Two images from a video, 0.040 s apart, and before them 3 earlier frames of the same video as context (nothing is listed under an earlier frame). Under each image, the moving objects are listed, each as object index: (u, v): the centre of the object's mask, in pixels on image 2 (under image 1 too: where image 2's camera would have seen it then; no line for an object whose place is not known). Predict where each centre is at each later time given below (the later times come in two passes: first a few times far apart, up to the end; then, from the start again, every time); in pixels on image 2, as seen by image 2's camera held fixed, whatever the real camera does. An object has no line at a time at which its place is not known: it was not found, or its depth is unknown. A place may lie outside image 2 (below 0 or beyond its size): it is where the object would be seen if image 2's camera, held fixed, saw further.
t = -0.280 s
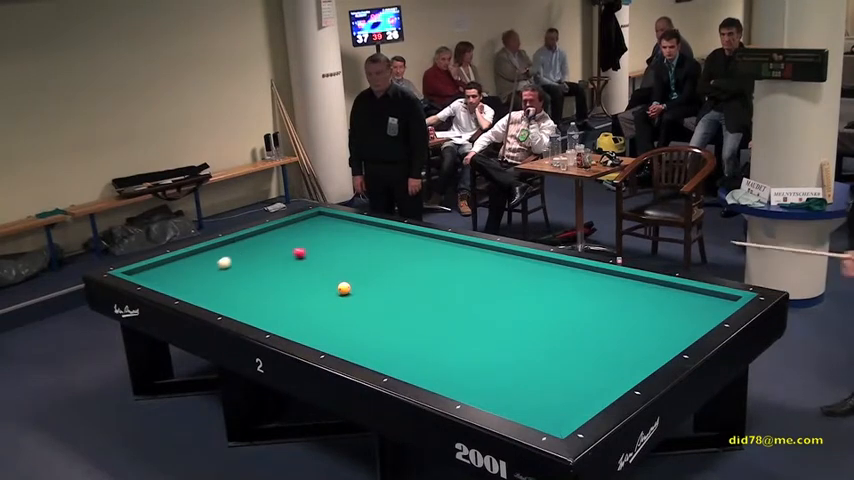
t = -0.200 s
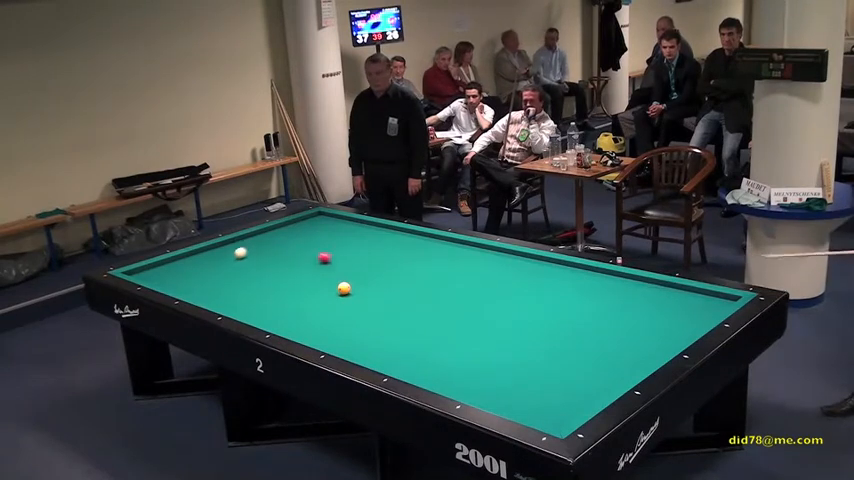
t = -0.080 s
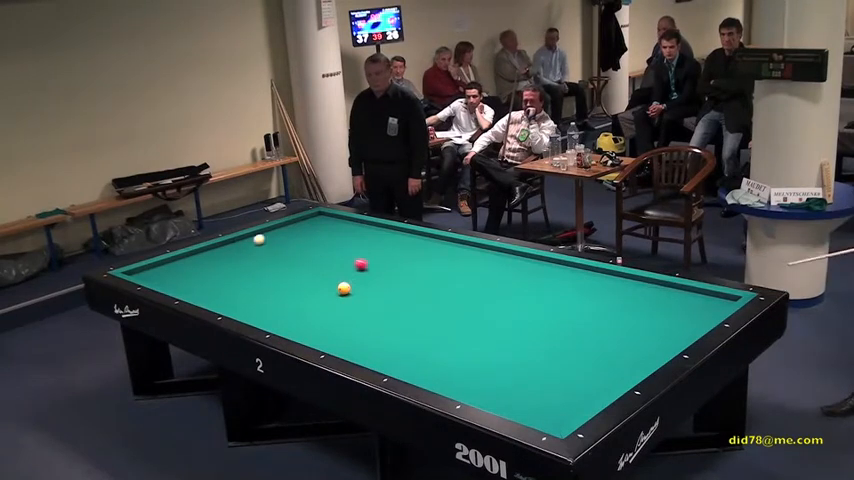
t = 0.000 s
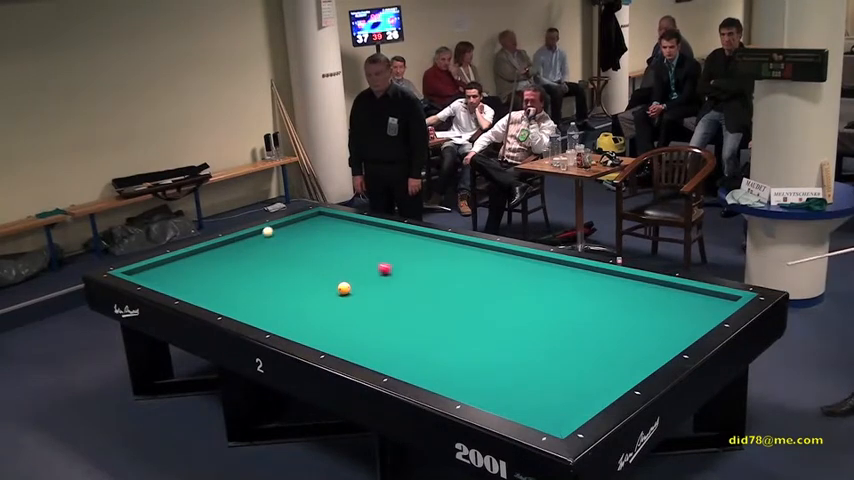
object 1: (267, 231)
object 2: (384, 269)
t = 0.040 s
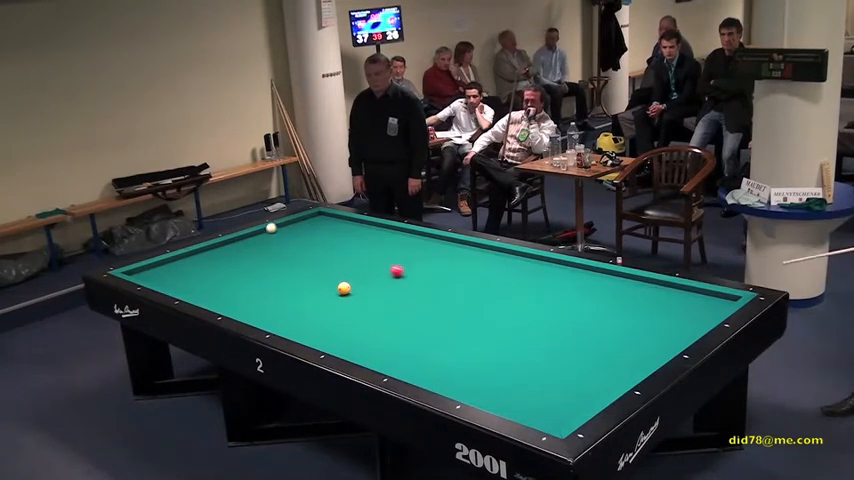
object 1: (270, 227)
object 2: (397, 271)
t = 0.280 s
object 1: (329, 219)
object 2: (476, 286)
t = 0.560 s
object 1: (340, 229)
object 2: (582, 306)
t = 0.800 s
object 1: (342, 242)
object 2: (687, 326)
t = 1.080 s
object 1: (343, 258)
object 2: (614, 308)
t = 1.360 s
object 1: (344, 275)
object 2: (556, 293)
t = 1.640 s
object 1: (349, 286)
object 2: (505, 280)
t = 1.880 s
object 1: (353, 290)
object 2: (466, 271)
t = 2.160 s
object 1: (359, 294)
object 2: (425, 260)
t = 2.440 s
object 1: (364, 299)
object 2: (388, 251)
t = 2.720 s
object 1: (369, 304)
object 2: (354, 242)
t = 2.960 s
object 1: (373, 308)
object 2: (327, 236)
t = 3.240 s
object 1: (378, 312)
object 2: (298, 229)
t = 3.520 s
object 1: (382, 316)
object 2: (287, 226)
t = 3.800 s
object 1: (386, 320)
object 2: (303, 229)
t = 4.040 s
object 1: (389, 324)
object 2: (317, 232)
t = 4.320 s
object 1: (393, 327)
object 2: (333, 236)
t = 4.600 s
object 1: (396, 331)
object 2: (350, 240)
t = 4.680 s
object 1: (397, 332)
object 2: (354, 241)
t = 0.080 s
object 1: (279, 226)
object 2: (409, 273)
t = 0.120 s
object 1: (290, 225)
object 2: (422, 276)
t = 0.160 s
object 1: (301, 223)
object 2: (435, 278)
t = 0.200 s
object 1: (310, 222)
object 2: (448, 281)
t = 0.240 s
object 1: (320, 221)
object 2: (462, 283)
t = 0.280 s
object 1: (329, 219)
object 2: (476, 286)
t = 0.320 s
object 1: (337, 218)
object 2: (490, 289)
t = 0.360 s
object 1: (343, 218)
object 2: (504, 291)
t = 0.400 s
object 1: (342, 220)
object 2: (519, 294)
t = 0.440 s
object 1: (341, 223)
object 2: (534, 297)
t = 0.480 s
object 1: (340, 225)
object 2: (549, 300)
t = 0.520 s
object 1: (340, 227)
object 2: (566, 303)
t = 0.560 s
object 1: (340, 229)
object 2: (582, 306)
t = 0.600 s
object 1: (341, 231)
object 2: (598, 309)
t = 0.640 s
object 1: (341, 233)
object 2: (615, 312)
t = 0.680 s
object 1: (341, 235)
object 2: (632, 316)
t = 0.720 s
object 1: (341, 237)
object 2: (650, 319)
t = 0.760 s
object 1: (341, 239)
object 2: (668, 322)
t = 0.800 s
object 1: (342, 242)
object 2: (687, 326)
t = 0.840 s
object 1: (342, 244)
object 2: (687, 325)
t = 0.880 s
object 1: (342, 246)
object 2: (673, 322)
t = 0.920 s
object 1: (342, 248)
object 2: (659, 319)
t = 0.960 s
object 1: (343, 250)
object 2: (646, 316)
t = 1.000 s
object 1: (342, 253)
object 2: (635, 313)
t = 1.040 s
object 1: (343, 255)
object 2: (624, 310)
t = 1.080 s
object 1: (343, 258)
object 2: (614, 308)
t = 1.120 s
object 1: (343, 260)
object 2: (605, 305)
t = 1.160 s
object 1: (344, 262)
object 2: (596, 303)
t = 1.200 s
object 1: (344, 265)
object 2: (588, 301)
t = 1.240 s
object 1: (344, 268)
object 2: (580, 299)
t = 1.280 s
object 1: (344, 270)
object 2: (571, 297)
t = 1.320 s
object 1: (344, 273)
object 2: (564, 295)
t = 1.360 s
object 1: (344, 275)
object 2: (556, 293)
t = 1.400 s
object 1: (345, 277)
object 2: (548, 291)
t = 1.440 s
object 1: (346, 279)
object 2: (541, 289)
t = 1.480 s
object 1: (346, 281)
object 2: (533, 288)
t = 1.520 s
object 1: (347, 282)
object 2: (526, 286)
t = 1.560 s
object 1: (347, 284)
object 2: (519, 284)
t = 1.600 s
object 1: (348, 285)
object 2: (512, 282)
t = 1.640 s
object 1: (349, 286)
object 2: (505, 280)
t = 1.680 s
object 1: (349, 286)
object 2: (498, 279)
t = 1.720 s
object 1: (350, 287)
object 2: (492, 277)
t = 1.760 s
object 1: (351, 288)
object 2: (485, 275)
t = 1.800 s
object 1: (352, 288)
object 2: (478, 274)
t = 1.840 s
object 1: (352, 289)
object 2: (472, 272)
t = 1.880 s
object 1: (353, 290)
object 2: (466, 271)
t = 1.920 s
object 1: (354, 290)
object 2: (460, 269)
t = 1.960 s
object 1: (355, 291)
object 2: (454, 268)
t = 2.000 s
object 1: (356, 292)
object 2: (448, 266)
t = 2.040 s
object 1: (356, 292)
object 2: (442, 264)
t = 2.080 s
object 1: (357, 293)
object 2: (436, 263)
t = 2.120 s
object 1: (358, 294)
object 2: (431, 262)
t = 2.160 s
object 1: (359, 294)
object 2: (425, 260)
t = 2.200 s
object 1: (360, 295)
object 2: (419, 259)
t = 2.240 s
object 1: (360, 296)
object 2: (414, 258)
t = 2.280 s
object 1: (361, 297)
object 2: (409, 256)
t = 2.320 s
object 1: (362, 297)
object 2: (403, 255)
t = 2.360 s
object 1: (363, 298)
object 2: (398, 253)
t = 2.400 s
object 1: (363, 299)
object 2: (392, 252)
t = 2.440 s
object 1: (364, 299)
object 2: (388, 251)
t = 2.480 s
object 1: (365, 300)
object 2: (382, 249)
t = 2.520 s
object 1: (365, 301)
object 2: (377, 248)
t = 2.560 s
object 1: (366, 301)
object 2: (373, 247)
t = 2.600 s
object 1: (367, 302)
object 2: (368, 246)
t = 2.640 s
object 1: (367, 303)
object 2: (363, 245)
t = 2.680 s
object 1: (368, 303)
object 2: (358, 244)
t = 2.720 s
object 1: (369, 304)
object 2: (354, 242)
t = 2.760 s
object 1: (370, 304)
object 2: (349, 241)
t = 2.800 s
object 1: (370, 305)
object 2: (344, 240)
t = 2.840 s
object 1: (371, 306)
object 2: (340, 239)
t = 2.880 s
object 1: (372, 306)
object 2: (335, 238)
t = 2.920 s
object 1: (372, 307)
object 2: (331, 237)
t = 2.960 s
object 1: (373, 308)
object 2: (327, 236)
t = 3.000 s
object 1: (374, 308)
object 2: (322, 235)
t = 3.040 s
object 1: (374, 309)
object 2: (318, 234)
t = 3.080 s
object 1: (375, 309)
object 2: (314, 233)
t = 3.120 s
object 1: (376, 310)
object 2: (310, 232)
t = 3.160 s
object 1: (376, 311)
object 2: (306, 231)
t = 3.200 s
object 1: (377, 311)
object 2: (302, 230)
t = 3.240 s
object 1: (378, 312)
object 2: (298, 229)
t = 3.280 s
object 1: (378, 312)
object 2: (294, 228)
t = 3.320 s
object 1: (379, 313)
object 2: (290, 227)
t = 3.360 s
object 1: (380, 314)
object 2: (287, 226)
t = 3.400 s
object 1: (380, 314)
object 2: (283, 225)
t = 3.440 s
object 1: (381, 315)
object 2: (280, 224)
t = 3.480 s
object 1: (381, 316)
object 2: (284, 225)
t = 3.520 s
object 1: (382, 316)
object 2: (287, 226)
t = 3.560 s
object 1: (383, 317)
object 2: (289, 226)
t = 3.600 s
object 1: (383, 317)
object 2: (292, 227)
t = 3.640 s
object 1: (384, 318)
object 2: (294, 228)
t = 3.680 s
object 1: (384, 318)
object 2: (296, 228)
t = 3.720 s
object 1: (385, 319)
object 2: (298, 228)
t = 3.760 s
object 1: (386, 320)
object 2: (301, 229)
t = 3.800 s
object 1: (386, 320)
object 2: (303, 229)
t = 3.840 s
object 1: (387, 321)
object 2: (305, 230)
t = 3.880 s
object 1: (387, 321)
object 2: (307, 230)
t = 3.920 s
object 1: (388, 322)
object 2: (310, 231)
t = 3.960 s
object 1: (388, 322)
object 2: (312, 231)
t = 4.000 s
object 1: (389, 323)
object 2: (314, 232)
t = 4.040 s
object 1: (389, 324)
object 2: (317, 232)
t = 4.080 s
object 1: (390, 324)
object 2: (319, 233)
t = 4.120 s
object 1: (390, 325)
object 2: (322, 233)
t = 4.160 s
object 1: (391, 325)
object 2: (324, 234)
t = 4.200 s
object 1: (391, 326)
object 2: (326, 234)
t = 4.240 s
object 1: (392, 326)
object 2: (329, 235)
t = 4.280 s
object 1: (392, 327)
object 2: (331, 236)
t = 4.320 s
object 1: (393, 327)
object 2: (333, 236)
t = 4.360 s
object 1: (393, 328)
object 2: (335, 237)
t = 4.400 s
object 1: (394, 328)
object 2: (338, 237)
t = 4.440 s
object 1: (395, 329)
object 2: (340, 237)
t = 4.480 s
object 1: (395, 329)
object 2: (342, 238)
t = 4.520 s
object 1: (395, 330)
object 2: (345, 239)
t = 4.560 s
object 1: (396, 330)
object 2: (347, 239)
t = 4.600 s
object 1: (396, 331)
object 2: (350, 240)
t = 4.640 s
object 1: (397, 331)
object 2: (352, 240)
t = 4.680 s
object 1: (397, 332)
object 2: (354, 241)
